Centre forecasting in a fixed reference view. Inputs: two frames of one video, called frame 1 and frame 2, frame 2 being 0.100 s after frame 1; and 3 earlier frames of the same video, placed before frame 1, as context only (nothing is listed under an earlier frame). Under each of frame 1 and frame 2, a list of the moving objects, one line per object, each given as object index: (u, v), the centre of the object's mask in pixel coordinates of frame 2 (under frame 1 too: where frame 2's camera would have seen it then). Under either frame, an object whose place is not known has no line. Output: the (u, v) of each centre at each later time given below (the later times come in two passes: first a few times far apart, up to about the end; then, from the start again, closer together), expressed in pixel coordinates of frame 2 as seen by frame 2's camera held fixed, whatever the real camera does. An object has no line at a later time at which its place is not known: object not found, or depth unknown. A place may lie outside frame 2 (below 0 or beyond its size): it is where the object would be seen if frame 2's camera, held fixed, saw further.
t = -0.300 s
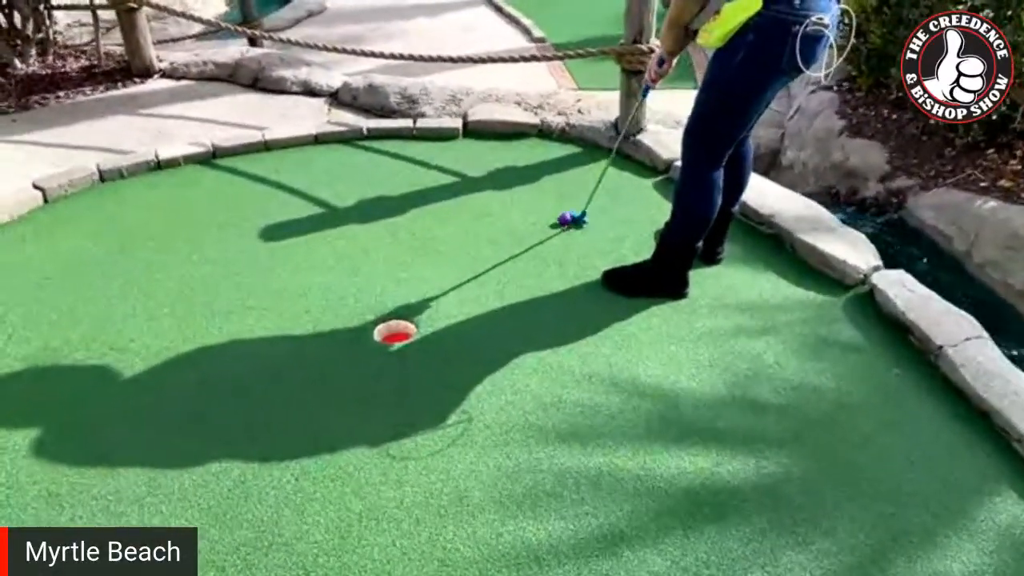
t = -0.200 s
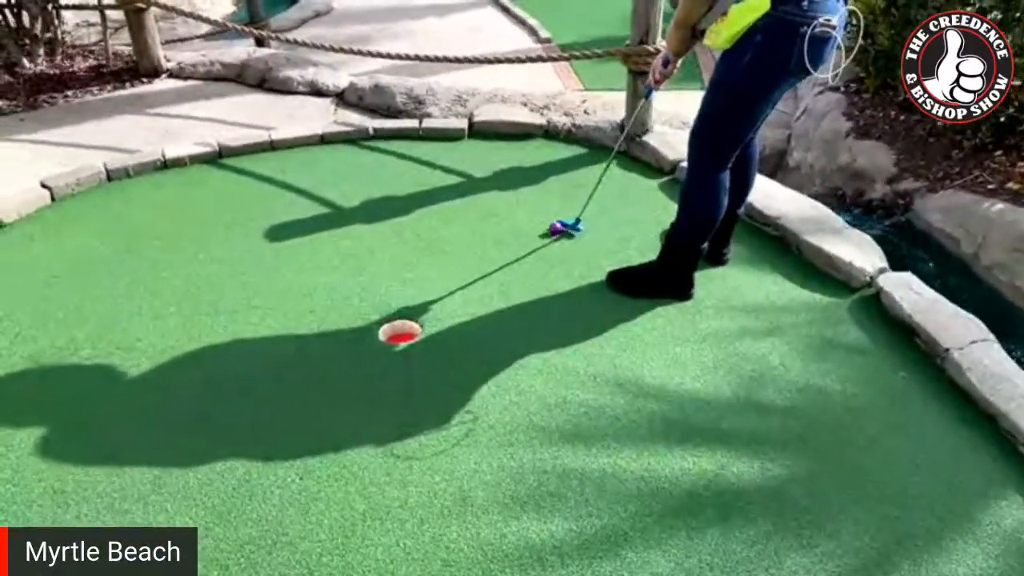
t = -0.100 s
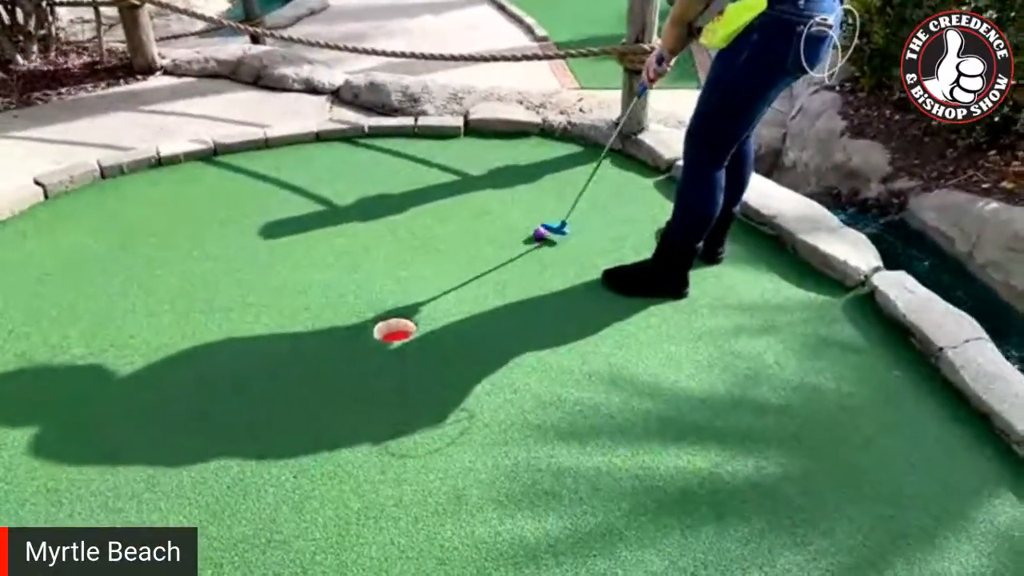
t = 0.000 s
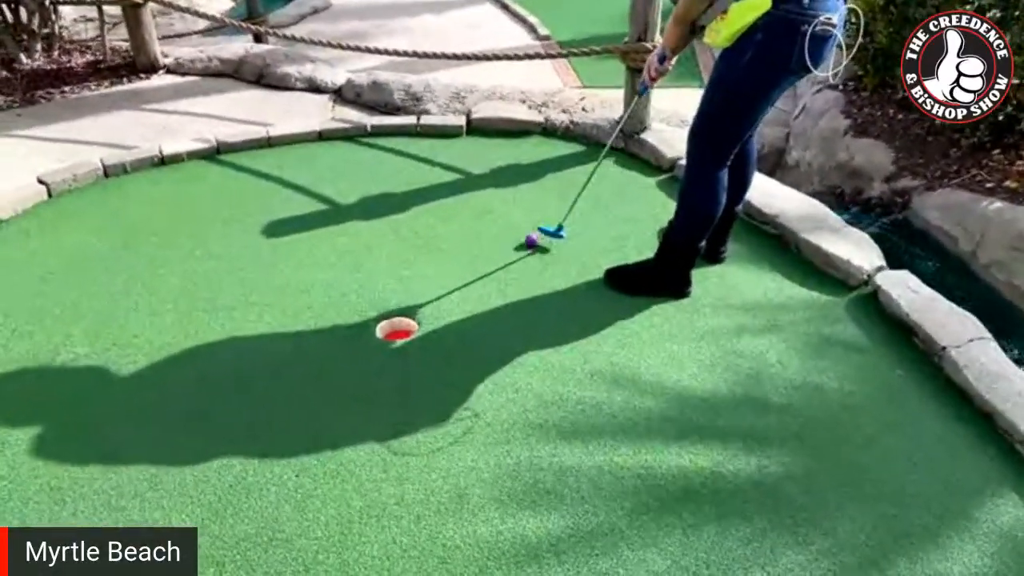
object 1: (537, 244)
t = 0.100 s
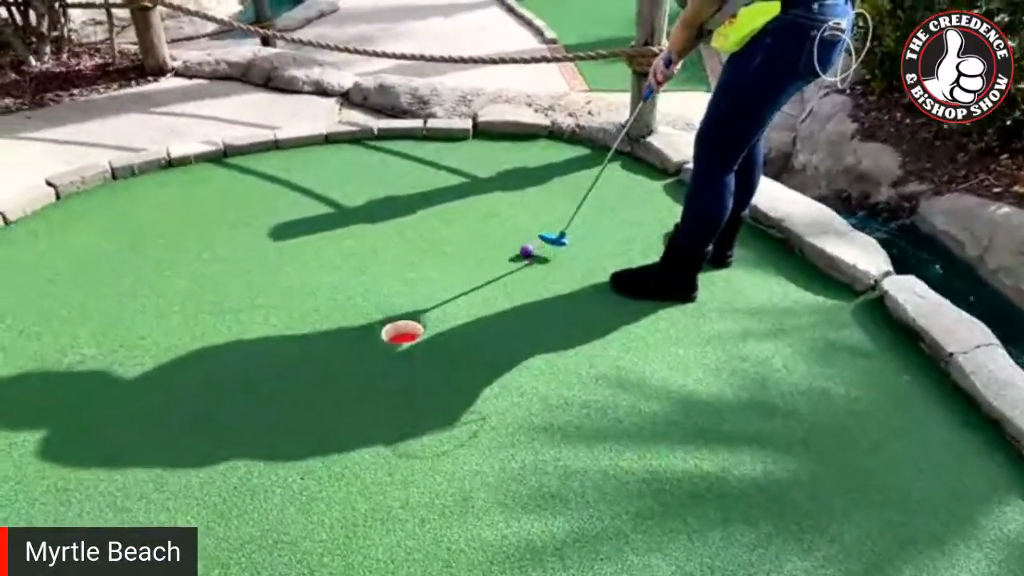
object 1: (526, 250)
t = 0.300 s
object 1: (508, 263)
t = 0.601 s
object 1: (486, 278)
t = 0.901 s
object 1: (468, 289)
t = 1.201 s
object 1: (460, 294)
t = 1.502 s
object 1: (462, 292)
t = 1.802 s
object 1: (462, 292)
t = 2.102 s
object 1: (461, 292)
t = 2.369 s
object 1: (461, 293)
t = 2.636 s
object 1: (461, 293)
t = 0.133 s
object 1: (522, 253)
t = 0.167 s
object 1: (520, 255)
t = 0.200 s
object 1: (516, 257)
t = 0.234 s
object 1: (514, 259)
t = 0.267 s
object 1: (511, 261)
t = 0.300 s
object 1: (508, 263)
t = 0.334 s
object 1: (505, 265)
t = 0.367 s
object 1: (502, 267)
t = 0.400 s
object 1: (500, 268)
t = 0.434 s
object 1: (498, 270)
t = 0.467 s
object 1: (496, 271)
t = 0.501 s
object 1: (494, 273)
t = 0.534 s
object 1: (490, 275)
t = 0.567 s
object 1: (488, 276)
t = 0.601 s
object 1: (486, 278)
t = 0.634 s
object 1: (483, 280)
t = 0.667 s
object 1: (481, 282)
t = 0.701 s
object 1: (481, 282)
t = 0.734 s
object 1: (480, 282)
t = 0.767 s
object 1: (478, 284)
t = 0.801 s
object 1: (474, 287)
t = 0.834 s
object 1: (471, 288)
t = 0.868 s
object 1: (469, 289)
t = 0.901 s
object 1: (468, 289)
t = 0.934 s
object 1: (466, 290)
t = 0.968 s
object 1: (465, 291)
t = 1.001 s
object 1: (463, 291)
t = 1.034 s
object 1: (462, 292)
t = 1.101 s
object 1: (461, 293)
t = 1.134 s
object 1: (461, 293)
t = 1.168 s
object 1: (460, 293)
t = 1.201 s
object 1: (460, 294)
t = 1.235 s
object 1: (459, 294)
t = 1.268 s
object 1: (460, 294)
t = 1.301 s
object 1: (461, 294)
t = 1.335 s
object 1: (461, 294)
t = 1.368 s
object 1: (461, 293)
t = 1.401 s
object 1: (461, 293)
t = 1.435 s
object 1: (462, 292)
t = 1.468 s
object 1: (462, 292)
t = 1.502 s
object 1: (462, 292)
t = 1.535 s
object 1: (462, 292)
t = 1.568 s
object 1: (462, 292)
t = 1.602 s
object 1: (462, 292)
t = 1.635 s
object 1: (462, 292)
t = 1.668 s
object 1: (462, 292)
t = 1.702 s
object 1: (462, 292)
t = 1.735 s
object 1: (462, 292)
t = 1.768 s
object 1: (462, 293)
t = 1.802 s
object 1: (462, 292)
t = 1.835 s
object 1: (461, 292)
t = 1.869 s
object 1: (461, 293)
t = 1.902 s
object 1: (462, 292)
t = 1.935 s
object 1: (461, 292)
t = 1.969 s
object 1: (461, 293)
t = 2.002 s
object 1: (462, 292)
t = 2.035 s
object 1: (462, 292)
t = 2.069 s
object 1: (461, 292)
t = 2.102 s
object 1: (461, 292)
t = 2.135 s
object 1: (461, 292)
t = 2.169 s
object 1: (461, 292)
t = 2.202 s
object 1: (461, 293)
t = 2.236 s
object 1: (461, 292)
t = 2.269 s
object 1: (461, 293)
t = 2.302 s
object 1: (461, 292)
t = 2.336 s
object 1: (461, 292)
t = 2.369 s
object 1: (461, 293)
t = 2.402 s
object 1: (461, 293)
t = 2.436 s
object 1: (461, 293)
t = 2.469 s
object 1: (461, 293)
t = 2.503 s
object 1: (461, 293)
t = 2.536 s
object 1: (461, 293)
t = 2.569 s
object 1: (461, 293)
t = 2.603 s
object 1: (461, 293)
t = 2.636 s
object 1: (461, 293)
